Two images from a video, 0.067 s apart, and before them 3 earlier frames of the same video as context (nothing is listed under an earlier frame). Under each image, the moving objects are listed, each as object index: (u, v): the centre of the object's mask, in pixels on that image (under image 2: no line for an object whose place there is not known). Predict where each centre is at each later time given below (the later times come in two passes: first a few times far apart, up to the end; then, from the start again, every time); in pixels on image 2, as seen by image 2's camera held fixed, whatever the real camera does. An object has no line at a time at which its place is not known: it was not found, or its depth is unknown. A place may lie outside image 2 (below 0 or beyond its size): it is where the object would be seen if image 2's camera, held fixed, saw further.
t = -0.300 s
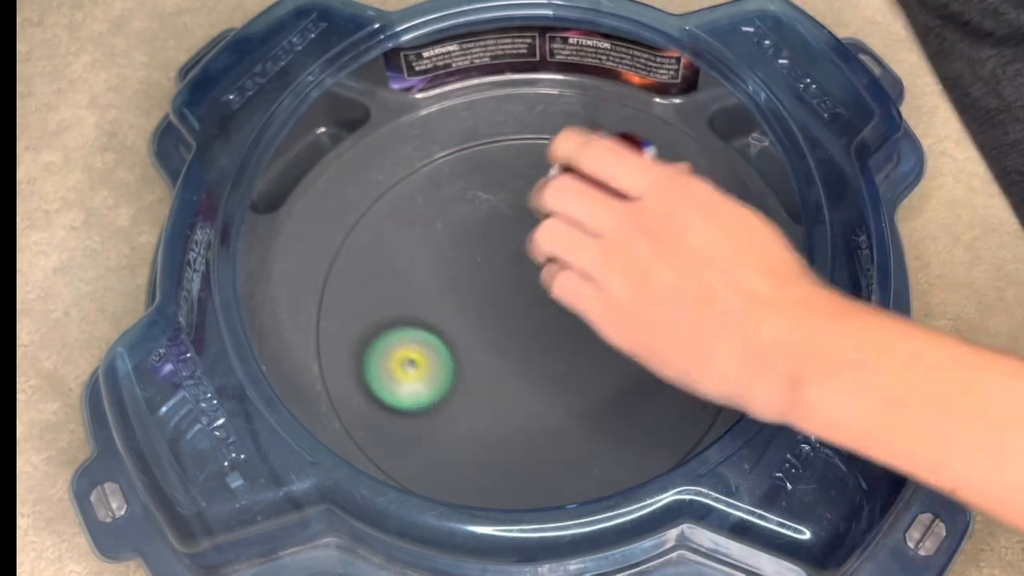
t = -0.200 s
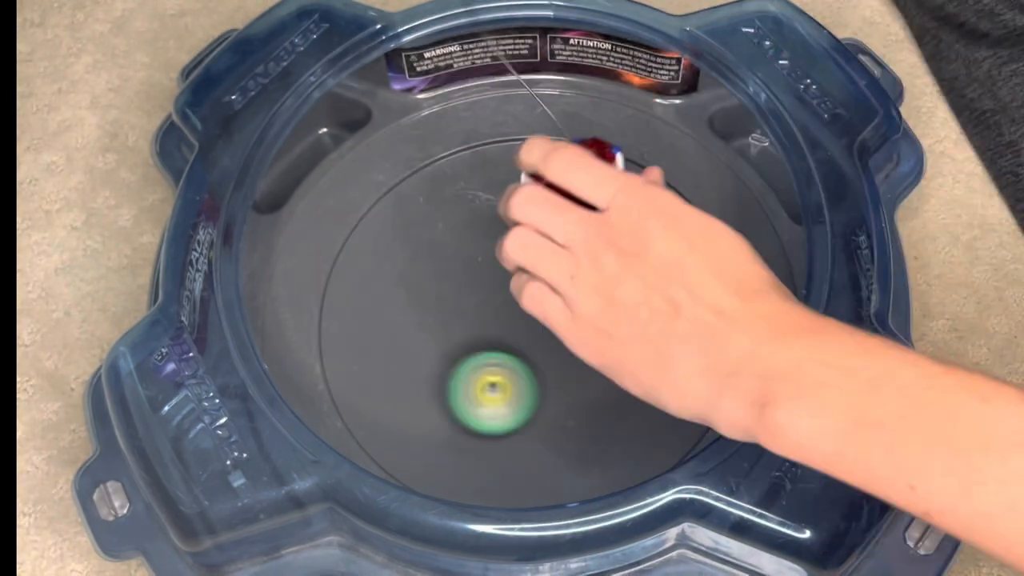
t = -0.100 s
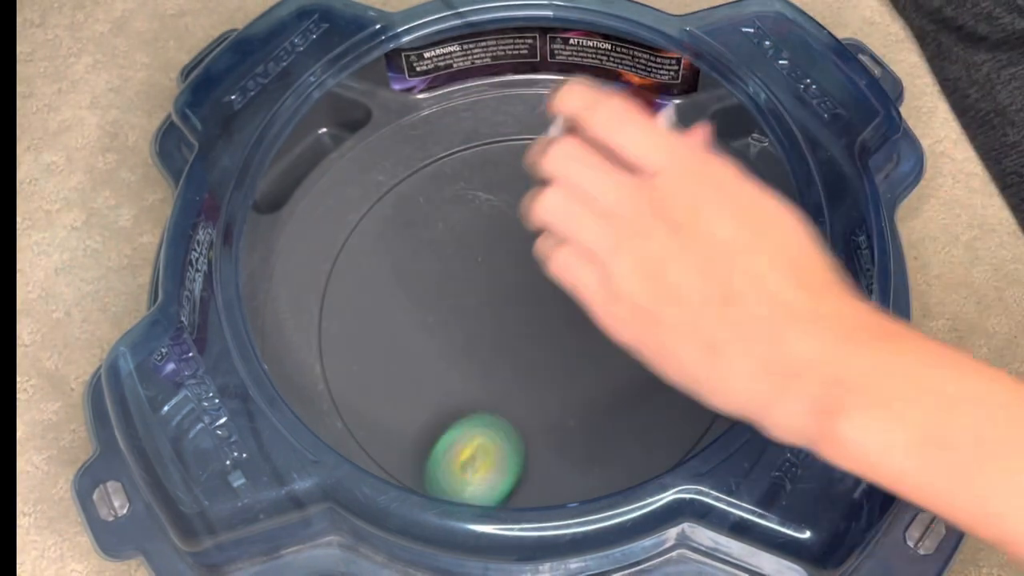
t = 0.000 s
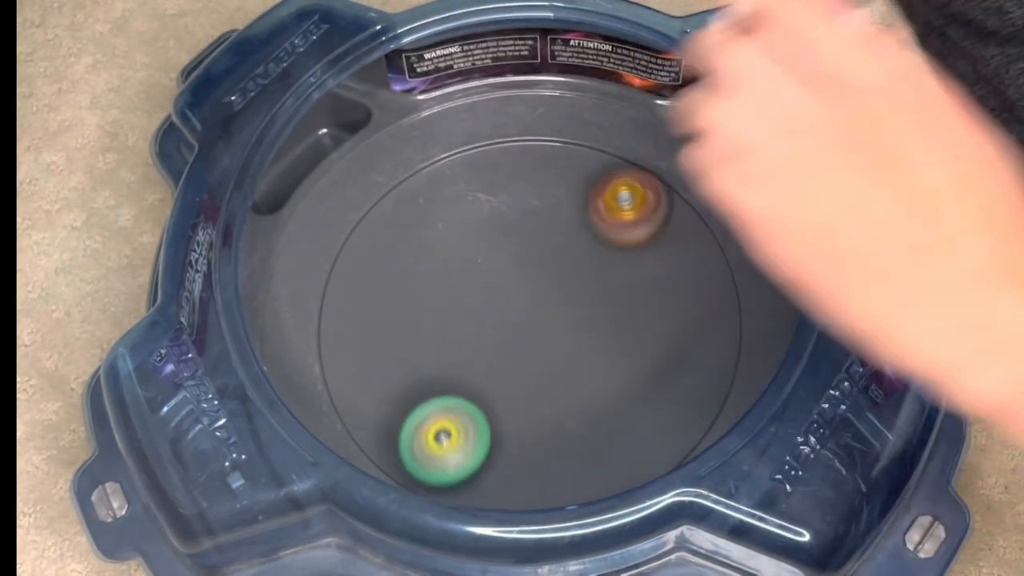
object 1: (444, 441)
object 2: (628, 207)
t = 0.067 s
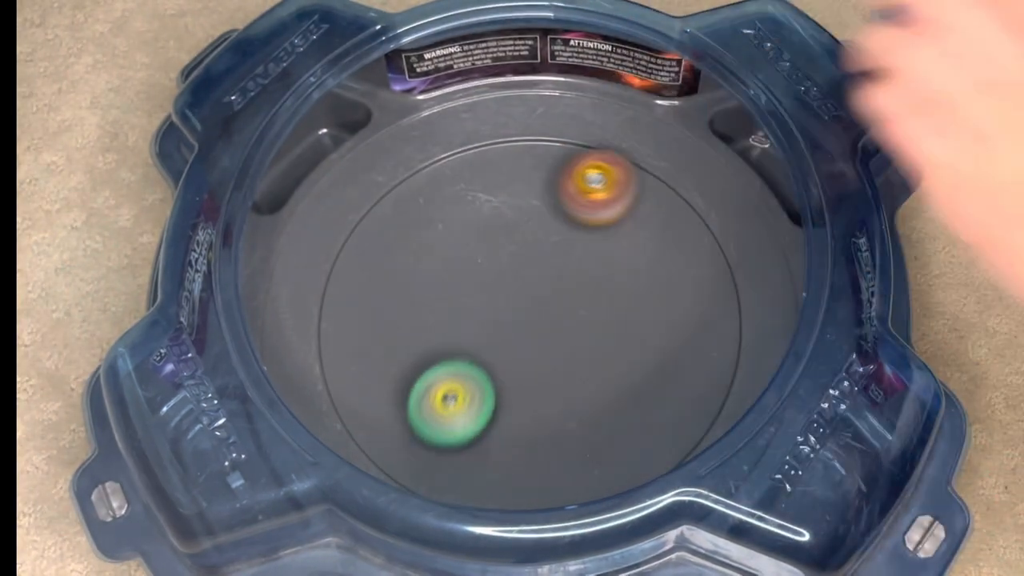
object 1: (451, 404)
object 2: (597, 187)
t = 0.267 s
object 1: (507, 292)
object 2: (403, 275)
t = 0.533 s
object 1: (451, 314)
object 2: (493, 494)
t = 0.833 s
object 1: (489, 412)
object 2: (763, 299)
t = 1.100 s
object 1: (567, 347)
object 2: (518, 111)
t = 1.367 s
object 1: (506, 271)
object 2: (272, 298)
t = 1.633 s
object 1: (430, 305)
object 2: (553, 437)
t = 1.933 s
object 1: (478, 356)
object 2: (608, 137)
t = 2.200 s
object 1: (544, 315)
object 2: (350, 249)
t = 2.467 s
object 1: (530, 257)
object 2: (536, 436)
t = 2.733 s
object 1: (494, 264)
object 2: (715, 220)
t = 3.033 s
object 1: (508, 309)
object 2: (452, 163)
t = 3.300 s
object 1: (563, 308)
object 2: (438, 398)
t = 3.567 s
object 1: (570, 283)
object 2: (710, 384)
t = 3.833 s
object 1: (540, 291)
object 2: (652, 191)
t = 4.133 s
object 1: (548, 330)
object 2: (409, 289)
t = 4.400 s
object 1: (571, 338)
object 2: (507, 473)
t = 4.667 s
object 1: (559, 323)
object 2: (670, 376)
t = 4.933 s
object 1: (521, 337)
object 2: (537, 236)
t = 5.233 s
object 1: (517, 358)
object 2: (385, 354)
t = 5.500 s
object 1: (523, 342)
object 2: (534, 425)
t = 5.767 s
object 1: (481, 293)
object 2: (620, 303)
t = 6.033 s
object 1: (455, 301)
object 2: (508, 220)
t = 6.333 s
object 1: (485, 410)
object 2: (416, 232)
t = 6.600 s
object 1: (587, 379)
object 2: (483, 329)
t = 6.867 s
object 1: (698, 329)
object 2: (530, 250)
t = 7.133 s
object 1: (654, 244)
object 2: (489, 237)
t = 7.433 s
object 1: (552, 241)
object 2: (514, 343)
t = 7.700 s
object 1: (487, 301)
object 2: (611, 378)
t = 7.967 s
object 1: (488, 375)
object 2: (601, 301)
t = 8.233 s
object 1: (544, 399)
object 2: (483, 308)
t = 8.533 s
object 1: (571, 339)
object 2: (453, 399)
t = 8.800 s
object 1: (523, 288)
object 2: (545, 365)
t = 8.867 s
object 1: (509, 236)
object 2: (556, 384)
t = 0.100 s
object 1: (459, 382)
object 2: (572, 186)
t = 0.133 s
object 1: (469, 359)
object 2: (542, 192)
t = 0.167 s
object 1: (480, 338)
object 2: (507, 203)
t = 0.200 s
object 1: (491, 319)
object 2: (470, 222)
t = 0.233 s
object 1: (501, 303)
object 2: (436, 245)
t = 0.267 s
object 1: (507, 292)
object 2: (403, 275)
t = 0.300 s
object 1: (510, 285)
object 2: (380, 311)
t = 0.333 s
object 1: (510, 280)
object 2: (362, 351)
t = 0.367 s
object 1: (507, 279)
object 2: (352, 393)
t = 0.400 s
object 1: (499, 281)
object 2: (360, 426)
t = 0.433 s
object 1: (488, 286)
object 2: (384, 450)
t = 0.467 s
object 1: (475, 293)
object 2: (405, 486)
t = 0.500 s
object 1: (463, 303)
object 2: (448, 492)
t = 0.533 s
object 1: (451, 314)
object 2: (493, 494)
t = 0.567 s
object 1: (442, 326)
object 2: (538, 493)
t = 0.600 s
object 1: (437, 340)
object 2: (585, 488)
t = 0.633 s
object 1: (435, 355)
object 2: (626, 476)
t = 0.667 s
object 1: (437, 369)
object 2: (665, 457)
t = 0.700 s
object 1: (442, 382)
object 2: (696, 434)
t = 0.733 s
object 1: (451, 393)
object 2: (725, 405)
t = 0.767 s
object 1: (462, 403)
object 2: (746, 372)
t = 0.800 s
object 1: (475, 409)
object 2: (759, 336)
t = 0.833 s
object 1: (489, 412)
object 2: (763, 299)
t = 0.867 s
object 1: (504, 412)
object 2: (758, 260)
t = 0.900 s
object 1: (518, 409)
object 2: (740, 226)
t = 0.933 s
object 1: (531, 403)
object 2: (714, 192)
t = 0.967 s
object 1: (543, 395)
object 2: (683, 165)
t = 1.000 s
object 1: (553, 385)
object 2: (646, 142)
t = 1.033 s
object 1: (560, 373)
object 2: (605, 126)
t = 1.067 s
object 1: (565, 360)
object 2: (564, 115)
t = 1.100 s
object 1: (567, 347)
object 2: (518, 111)
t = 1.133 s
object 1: (567, 334)
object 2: (473, 114)
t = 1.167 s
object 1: (564, 321)
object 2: (430, 122)
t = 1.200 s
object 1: (559, 310)
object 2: (388, 136)
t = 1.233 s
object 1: (551, 300)
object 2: (350, 157)
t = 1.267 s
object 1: (542, 290)
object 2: (313, 182)
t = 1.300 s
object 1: (532, 282)
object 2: (288, 215)
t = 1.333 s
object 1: (520, 276)
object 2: (275, 256)
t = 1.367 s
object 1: (506, 271)
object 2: (272, 298)
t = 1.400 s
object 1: (493, 270)
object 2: (271, 339)
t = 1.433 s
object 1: (480, 269)
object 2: (282, 384)
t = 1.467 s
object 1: (468, 272)
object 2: (300, 431)
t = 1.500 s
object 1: (458, 277)
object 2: (329, 466)
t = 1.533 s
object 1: (449, 282)
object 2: (383, 481)
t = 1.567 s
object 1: (441, 288)
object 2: (446, 468)
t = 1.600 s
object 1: (435, 296)
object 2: (501, 460)
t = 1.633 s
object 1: (430, 305)
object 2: (553, 437)
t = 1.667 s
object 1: (429, 314)
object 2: (598, 408)
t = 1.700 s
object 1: (430, 323)
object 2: (632, 375)
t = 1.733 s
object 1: (432, 331)
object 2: (658, 336)
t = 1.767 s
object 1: (437, 339)
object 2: (673, 297)
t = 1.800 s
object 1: (444, 345)
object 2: (678, 258)
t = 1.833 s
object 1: (452, 350)
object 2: (673, 222)
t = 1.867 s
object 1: (460, 353)
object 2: (660, 186)
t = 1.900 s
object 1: (469, 355)
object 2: (641, 156)
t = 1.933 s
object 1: (478, 356)
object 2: (608, 137)
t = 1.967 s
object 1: (488, 356)
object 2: (572, 134)
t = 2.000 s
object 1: (499, 354)
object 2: (531, 135)
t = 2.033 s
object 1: (509, 351)
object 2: (492, 136)
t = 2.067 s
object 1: (518, 346)
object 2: (454, 141)
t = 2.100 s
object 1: (527, 340)
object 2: (420, 165)
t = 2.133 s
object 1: (533, 333)
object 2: (392, 192)
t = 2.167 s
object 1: (539, 325)
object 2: (366, 219)
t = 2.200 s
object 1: (544, 315)
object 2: (350, 249)
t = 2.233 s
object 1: (548, 305)
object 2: (342, 281)
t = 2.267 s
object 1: (550, 294)
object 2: (343, 313)
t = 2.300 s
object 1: (550, 285)
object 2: (355, 345)
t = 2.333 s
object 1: (549, 278)
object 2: (375, 375)
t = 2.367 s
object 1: (545, 271)
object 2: (406, 402)
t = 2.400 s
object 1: (541, 264)
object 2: (444, 422)
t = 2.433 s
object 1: (535, 260)
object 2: (489, 434)
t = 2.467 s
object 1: (530, 257)
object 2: (536, 436)
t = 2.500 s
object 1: (525, 255)
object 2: (581, 429)
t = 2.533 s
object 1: (520, 254)
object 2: (622, 413)
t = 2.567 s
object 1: (515, 253)
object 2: (658, 388)
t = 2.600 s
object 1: (510, 253)
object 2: (685, 357)
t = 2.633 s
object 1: (506, 255)
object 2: (704, 324)
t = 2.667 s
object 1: (501, 257)
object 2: (716, 288)
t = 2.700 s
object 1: (497, 260)
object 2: (720, 254)
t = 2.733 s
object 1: (494, 264)
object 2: (715, 220)
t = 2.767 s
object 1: (491, 268)
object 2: (693, 196)
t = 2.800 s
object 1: (490, 272)
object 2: (663, 177)
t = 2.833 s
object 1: (489, 277)
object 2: (635, 158)
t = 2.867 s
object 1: (490, 283)
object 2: (606, 142)
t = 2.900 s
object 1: (492, 288)
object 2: (573, 134)
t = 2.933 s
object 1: (494, 294)
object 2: (541, 132)
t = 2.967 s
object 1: (498, 299)
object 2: (509, 136)
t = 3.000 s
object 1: (502, 304)
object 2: (480, 147)
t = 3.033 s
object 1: (508, 309)
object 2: (452, 163)
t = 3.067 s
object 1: (515, 312)
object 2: (429, 184)
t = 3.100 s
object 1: (522, 314)
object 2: (410, 211)
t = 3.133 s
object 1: (529, 315)
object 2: (396, 242)
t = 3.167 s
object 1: (536, 315)
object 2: (390, 275)
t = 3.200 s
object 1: (543, 314)
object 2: (391, 308)
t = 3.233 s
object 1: (551, 312)
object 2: (399, 340)
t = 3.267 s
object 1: (557, 310)
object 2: (416, 371)
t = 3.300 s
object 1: (563, 308)
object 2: (438, 398)
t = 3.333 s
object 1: (567, 306)
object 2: (469, 420)
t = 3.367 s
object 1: (571, 303)
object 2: (503, 436)
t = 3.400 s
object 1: (573, 300)
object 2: (542, 445)
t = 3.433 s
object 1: (574, 296)
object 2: (582, 447)
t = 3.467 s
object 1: (574, 292)
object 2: (621, 440)
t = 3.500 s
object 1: (573, 289)
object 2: (655, 425)
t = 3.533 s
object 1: (572, 286)
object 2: (686, 406)
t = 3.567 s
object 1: (570, 283)
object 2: (710, 384)
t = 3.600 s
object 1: (567, 280)
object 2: (728, 357)
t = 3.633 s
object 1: (564, 279)
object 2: (735, 329)
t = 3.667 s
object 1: (560, 278)
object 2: (733, 299)
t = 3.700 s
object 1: (556, 278)
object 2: (726, 271)
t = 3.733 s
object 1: (551, 279)
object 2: (716, 245)
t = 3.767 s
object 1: (547, 282)
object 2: (699, 223)
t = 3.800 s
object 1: (543, 286)
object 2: (678, 205)
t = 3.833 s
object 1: (540, 291)
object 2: (652, 191)
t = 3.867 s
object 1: (538, 296)
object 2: (624, 183)
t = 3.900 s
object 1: (536, 301)
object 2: (593, 179)
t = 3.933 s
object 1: (535, 307)
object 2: (561, 180)
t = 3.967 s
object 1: (535, 312)
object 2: (526, 187)
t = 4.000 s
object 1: (537, 316)
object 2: (494, 199)
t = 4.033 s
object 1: (540, 320)
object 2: (465, 216)
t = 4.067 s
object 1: (542, 323)
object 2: (441, 238)
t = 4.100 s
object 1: (545, 327)
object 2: (422, 263)
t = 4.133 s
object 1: (548, 330)
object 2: (409, 289)
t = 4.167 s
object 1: (551, 333)
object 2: (401, 317)
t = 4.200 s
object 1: (554, 336)
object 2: (399, 345)
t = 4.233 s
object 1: (557, 338)
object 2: (403, 373)
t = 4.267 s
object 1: (560, 339)
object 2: (413, 402)
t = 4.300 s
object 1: (563, 340)
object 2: (429, 427)
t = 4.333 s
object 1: (566, 340)
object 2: (452, 451)
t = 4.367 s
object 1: (568, 339)
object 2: (479, 465)
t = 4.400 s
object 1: (571, 338)
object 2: (507, 473)
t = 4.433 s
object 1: (572, 336)
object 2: (537, 475)
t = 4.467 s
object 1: (573, 334)
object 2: (564, 474)
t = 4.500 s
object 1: (573, 332)
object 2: (591, 467)
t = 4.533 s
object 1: (572, 330)
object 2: (615, 457)
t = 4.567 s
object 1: (570, 327)
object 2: (636, 444)
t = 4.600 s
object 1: (567, 325)
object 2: (654, 426)
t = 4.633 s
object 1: (563, 323)
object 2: (665, 401)
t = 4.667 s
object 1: (559, 323)
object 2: (670, 376)
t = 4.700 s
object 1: (554, 323)
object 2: (670, 349)
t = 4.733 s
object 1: (549, 324)
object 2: (664, 322)
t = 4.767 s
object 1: (544, 326)
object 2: (652, 298)
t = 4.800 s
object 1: (538, 327)
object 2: (635, 277)
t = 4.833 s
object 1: (533, 329)
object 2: (615, 260)
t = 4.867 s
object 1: (528, 331)
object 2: (590, 248)
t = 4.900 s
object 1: (525, 334)
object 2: (564, 240)
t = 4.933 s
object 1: (521, 337)
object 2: (537, 236)
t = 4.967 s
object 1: (517, 340)
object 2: (507, 236)
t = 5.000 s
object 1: (514, 343)
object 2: (481, 240)
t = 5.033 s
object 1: (513, 346)
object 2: (457, 248)
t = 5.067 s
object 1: (512, 349)
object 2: (436, 259)
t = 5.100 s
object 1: (512, 352)
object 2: (418, 273)
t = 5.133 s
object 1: (513, 355)
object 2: (403, 290)
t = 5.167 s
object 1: (514, 356)
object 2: (393, 310)
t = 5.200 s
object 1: (515, 357)
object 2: (385, 331)
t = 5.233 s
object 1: (517, 358)
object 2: (385, 354)
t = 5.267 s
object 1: (519, 358)
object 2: (389, 376)
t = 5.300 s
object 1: (521, 357)
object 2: (399, 397)
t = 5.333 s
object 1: (522, 356)
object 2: (414, 414)
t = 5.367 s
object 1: (524, 355)
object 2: (435, 427)
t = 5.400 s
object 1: (524, 352)
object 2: (460, 435)
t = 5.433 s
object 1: (524, 349)
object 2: (485, 437)
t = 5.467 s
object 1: (524, 346)
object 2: (509, 435)
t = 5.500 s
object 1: (523, 342)
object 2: (534, 425)
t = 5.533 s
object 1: (522, 337)
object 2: (555, 415)
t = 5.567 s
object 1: (518, 324)
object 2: (576, 409)
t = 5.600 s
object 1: (513, 314)
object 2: (594, 395)
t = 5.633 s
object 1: (508, 307)
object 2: (608, 379)
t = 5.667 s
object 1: (501, 301)
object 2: (617, 361)
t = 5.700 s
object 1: (495, 297)
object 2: (621, 341)
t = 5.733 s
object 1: (488, 295)
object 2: (622, 322)
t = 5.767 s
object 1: (481, 293)
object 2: (620, 303)
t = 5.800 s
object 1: (475, 293)
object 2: (613, 285)
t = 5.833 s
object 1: (469, 292)
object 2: (604, 269)
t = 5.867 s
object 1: (465, 293)
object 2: (592, 254)
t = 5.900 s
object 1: (461, 294)
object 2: (578, 243)
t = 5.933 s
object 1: (458, 297)
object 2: (562, 233)
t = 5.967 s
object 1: (456, 299)
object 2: (545, 226)
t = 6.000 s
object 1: (455, 300)
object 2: (527, 222)
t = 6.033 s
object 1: (455, 301)
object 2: (508, 220)
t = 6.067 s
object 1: (457, 304)
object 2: (490, 223)
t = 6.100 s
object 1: (457, 307)
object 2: (472, 227)
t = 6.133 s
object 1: (452, 324)
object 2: (460, 222)
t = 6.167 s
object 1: (447, 350)
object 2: (454, 212)
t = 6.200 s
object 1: (446, 373)
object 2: (448, 208)
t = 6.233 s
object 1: (452, 390)
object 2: (441, 209)
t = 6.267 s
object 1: (461, 400)
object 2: (433, 214)
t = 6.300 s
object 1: (472, 406)
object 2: (424, 222)
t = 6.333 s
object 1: (485, 410)
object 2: (416, 232)
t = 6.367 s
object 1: (500, 413)
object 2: (410, 245)
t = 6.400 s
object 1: (514, 414)
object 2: (408, 260)
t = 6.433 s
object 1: (528, 412)
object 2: (411, 275)
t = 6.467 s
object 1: (542, 408)
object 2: (420, 290)
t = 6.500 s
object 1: (556, 403)
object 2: (432, 304)
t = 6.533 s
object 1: (567, 397)
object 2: (447, 315)
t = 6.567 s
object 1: (578, 388)
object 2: (464, 323)
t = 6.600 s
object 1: (587, 379)
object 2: (483, 329)
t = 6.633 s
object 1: (594, 369)
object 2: (504, 332)
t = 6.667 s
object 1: (604, 361)
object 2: (518, 329)
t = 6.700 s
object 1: (634, 366)
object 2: (518, 311)
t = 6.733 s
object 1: (658, 367)
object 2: (521, 295)
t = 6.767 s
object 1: (676, 363)
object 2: (525, 282)
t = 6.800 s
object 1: (687, 355)
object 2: (529, 271)
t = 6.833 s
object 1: (694, 343)
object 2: (530, 260)
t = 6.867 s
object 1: (698, 329)
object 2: (530, 250)
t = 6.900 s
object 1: (699, 315)
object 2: (527, 242)
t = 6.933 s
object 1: (699, 302)
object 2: (523, 235)
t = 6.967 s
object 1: (696, 289)
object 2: (518, 230)
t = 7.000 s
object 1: (691, 277)
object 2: (513, 227)
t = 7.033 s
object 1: (685, 267)
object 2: (506, 225)
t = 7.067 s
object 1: (677, 258)
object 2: (499, 227)
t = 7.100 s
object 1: (666, 251)
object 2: (494, 231)
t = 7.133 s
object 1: (654, 244)
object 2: (489, 237)
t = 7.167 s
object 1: (640, 239)
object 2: (487, 246)
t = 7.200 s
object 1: (626, 235)
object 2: (487, 256)
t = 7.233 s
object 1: (611, 234)
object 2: (490, 267)
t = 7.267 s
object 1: (597, 235)
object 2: (495, 278)
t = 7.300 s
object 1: (582, 237)
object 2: (503, 288)
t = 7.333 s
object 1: (569, 240)
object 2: (511, 299)
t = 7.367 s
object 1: (567, 237)
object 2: (508, 316)
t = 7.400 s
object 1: (562, 238)
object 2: (509, 329)
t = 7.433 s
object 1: (552, 241)
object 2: (514, 343)
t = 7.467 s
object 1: (542, 245)
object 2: (522, 354)
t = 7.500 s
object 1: (532, 251)
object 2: (533, 364)
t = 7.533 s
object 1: (522, 257)
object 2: (544, 372)
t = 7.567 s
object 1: (513, 265)
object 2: (557, 379)
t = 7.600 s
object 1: (505, 273)
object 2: (571, 382)
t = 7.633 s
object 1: (498, 282)
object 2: (585, 384)
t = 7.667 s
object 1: (492, 291)
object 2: (598, 382)
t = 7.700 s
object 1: (487, 301)
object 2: (611, 378)
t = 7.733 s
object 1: (483, 311)
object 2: (621, 371)
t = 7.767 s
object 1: (480, 321)
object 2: (629, 362)
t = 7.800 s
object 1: (479, 331)
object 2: (633, 352)
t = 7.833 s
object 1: (479, 341)
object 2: (633, 340)
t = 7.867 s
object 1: (480, 350)
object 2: (629, 328)
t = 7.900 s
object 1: (482, 359)
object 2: (623, 317)
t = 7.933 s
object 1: (485, 367)
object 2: (613, 308)
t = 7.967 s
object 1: (488, 375)
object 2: (601, 301)
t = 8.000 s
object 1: (493, 382)
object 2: (587, 296)
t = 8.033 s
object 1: (499, 388)
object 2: (571, 292)
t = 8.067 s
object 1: (506, 393)
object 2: (556, 291)
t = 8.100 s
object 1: (513, 397)
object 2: (540, 291)
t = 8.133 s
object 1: (520, 399)
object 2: (525, 293)
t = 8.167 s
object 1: (528, 400)
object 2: (510, 297)
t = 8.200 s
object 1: (536, 400)
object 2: (495, 301)
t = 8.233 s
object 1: (544, 399)
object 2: (483, 308)
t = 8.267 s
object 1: (551, 395)
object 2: (470, 316)
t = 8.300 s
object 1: (558, 391)
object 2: (460, 325)
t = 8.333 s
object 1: (563, 385)
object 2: (451, 336)
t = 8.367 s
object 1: (568, 379)
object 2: (444, 347)
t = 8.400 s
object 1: (571, 372)
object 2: (440, 358)
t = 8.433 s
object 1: (573, 364)
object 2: (439, 369)
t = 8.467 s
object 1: (573, 355)
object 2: (441, 380)
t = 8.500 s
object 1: (573, 347)
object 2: (445, 390)
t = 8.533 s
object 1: (571, 339)
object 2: (453, 399)
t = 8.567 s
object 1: (567, 330)
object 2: (463, 406)
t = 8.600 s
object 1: (563, 323)
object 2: (477, 408)
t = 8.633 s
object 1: (558, 316)
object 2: (490, 408)
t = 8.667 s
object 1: (552, 309)
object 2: (504, 404)
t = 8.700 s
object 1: (546, 303)
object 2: (516, 398)
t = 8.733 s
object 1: (539, 297)
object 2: (528, 388)
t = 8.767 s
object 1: (531, 292)
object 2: (537, 378)
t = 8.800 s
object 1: (523, 288)
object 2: (545, 365)
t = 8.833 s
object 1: (516, 265)
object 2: (550, 372)
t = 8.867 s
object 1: (509, 236)
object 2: (556, 384)
